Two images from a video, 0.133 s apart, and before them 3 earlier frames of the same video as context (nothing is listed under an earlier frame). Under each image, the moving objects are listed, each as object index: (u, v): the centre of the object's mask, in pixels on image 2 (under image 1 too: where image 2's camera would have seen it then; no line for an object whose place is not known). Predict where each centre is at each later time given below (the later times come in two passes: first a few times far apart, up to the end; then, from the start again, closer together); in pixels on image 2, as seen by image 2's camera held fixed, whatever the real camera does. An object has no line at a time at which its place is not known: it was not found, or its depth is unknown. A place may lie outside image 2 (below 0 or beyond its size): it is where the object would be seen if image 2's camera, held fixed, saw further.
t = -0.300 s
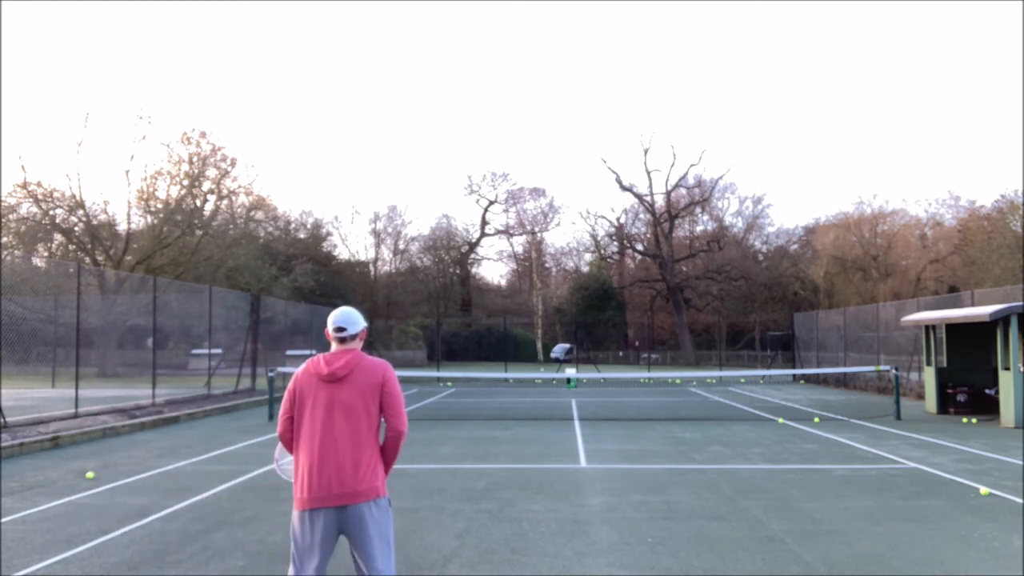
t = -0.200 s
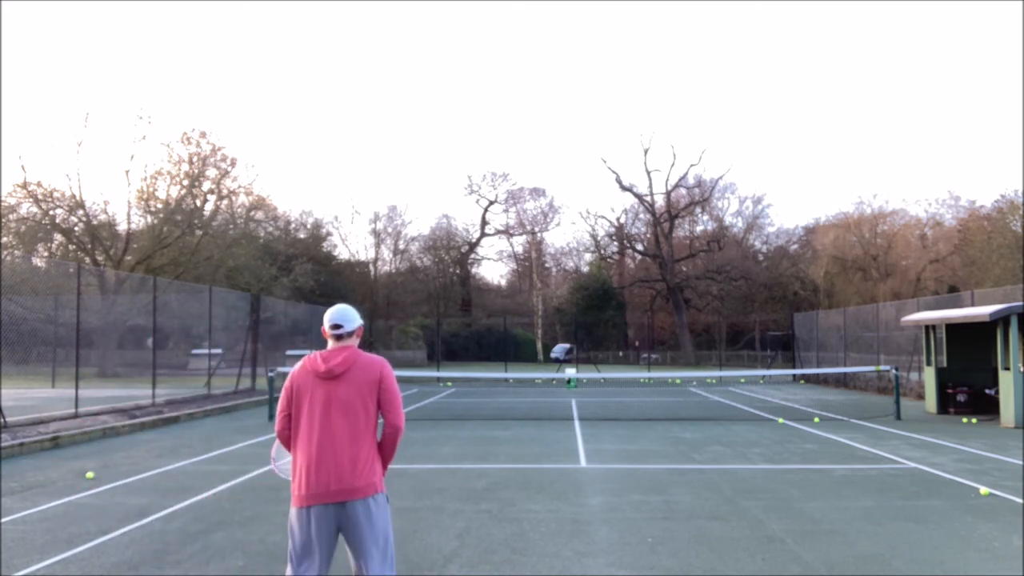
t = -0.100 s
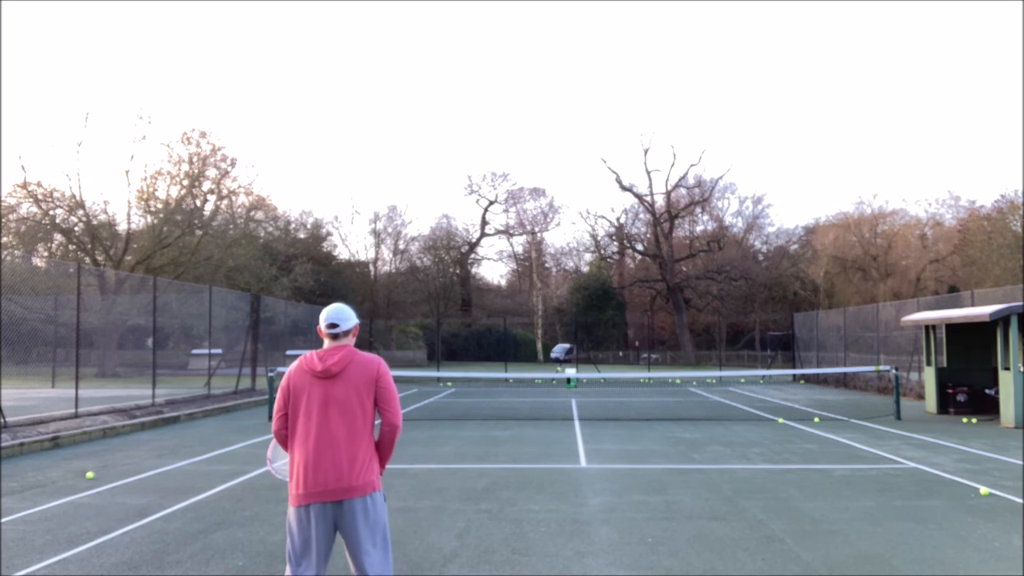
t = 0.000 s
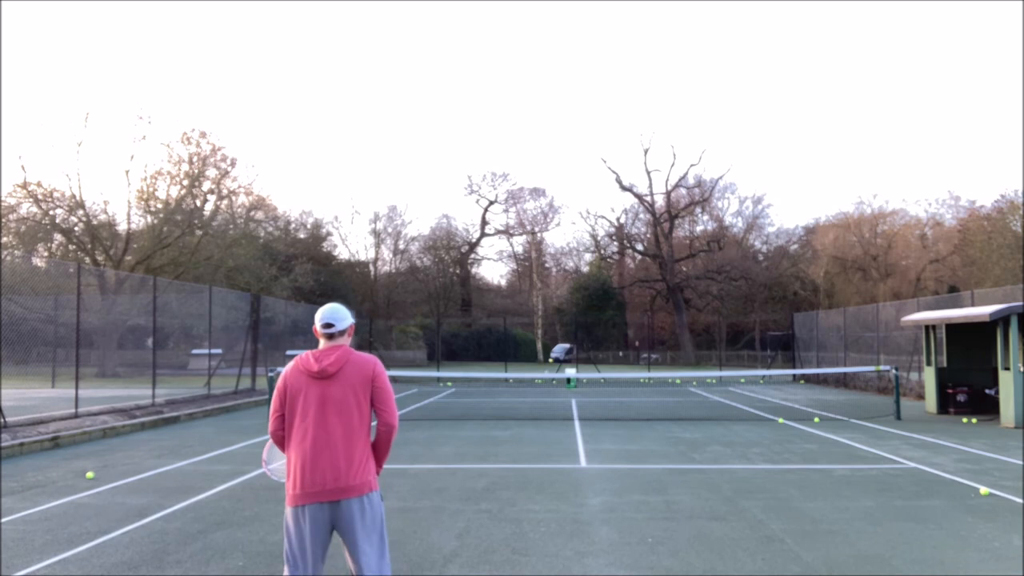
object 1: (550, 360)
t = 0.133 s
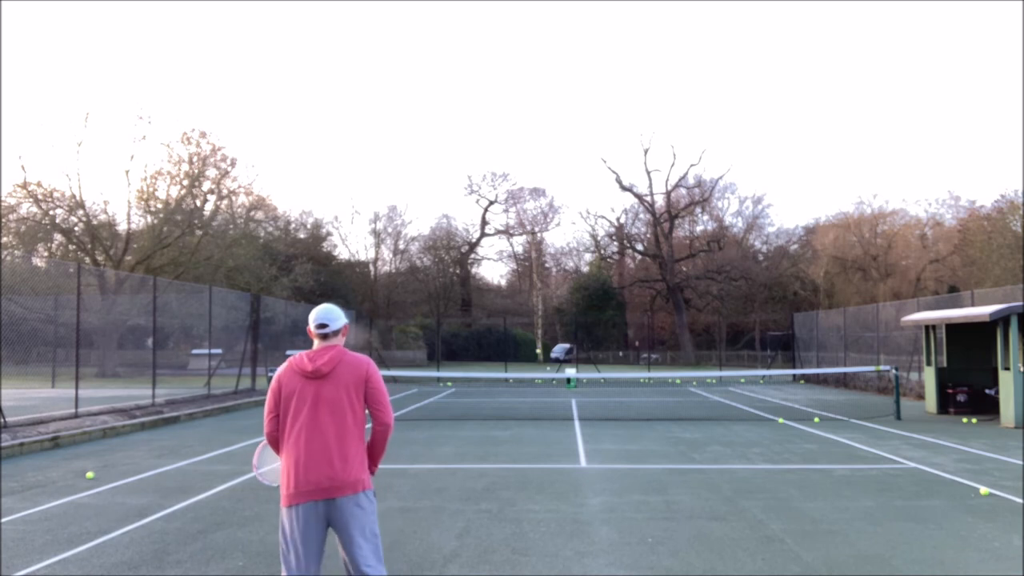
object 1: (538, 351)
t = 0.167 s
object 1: (534, 349)
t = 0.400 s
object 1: (506, 344)
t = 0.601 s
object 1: (473, 354)
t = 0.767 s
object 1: (435, 381)
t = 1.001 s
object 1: (353, 470)
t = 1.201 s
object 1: (275, 488)
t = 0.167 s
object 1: (534, 349)
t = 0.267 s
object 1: (523, 345)
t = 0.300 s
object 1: (519, 344)
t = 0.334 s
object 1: (515, 344)
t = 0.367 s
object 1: (511, 344)
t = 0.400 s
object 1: (506, 344)
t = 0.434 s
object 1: (501, 344)
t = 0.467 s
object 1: (496, 345)
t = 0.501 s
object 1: (491, 347)
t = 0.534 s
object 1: (485, 349)
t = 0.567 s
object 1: (479, 351)
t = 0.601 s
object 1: (473, 354)
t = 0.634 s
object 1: (466, 358)
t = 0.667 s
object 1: (459, 362)
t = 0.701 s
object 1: (452, 367)
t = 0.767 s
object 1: (435, 381)
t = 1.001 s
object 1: (353, 470)
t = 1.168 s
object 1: (287, 490)
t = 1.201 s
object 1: (275, 488)
